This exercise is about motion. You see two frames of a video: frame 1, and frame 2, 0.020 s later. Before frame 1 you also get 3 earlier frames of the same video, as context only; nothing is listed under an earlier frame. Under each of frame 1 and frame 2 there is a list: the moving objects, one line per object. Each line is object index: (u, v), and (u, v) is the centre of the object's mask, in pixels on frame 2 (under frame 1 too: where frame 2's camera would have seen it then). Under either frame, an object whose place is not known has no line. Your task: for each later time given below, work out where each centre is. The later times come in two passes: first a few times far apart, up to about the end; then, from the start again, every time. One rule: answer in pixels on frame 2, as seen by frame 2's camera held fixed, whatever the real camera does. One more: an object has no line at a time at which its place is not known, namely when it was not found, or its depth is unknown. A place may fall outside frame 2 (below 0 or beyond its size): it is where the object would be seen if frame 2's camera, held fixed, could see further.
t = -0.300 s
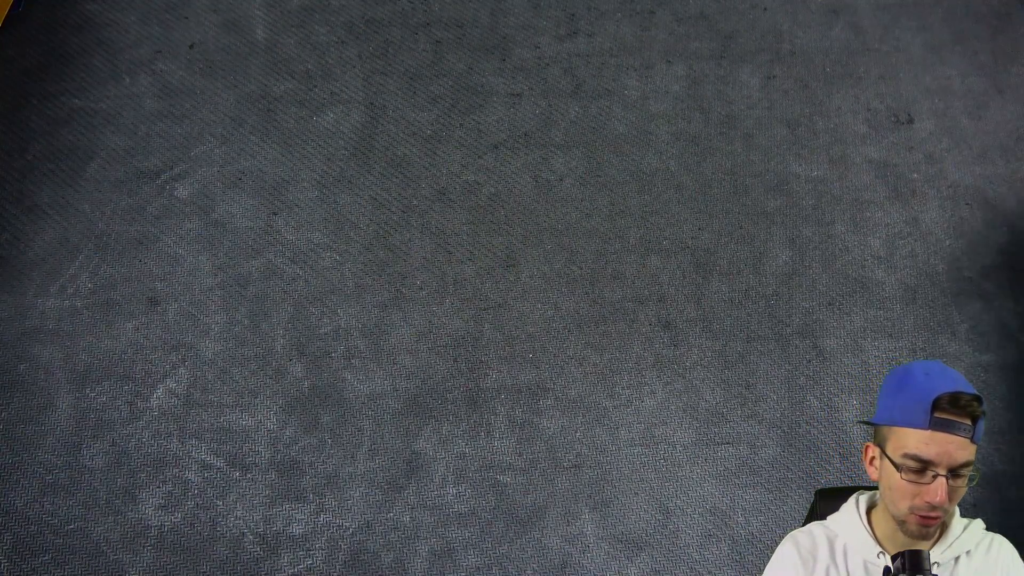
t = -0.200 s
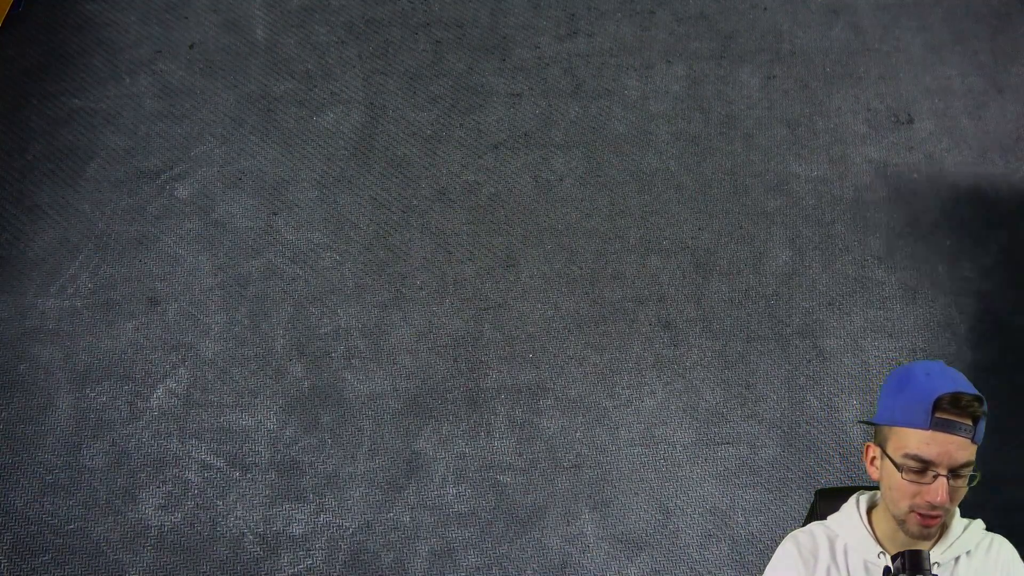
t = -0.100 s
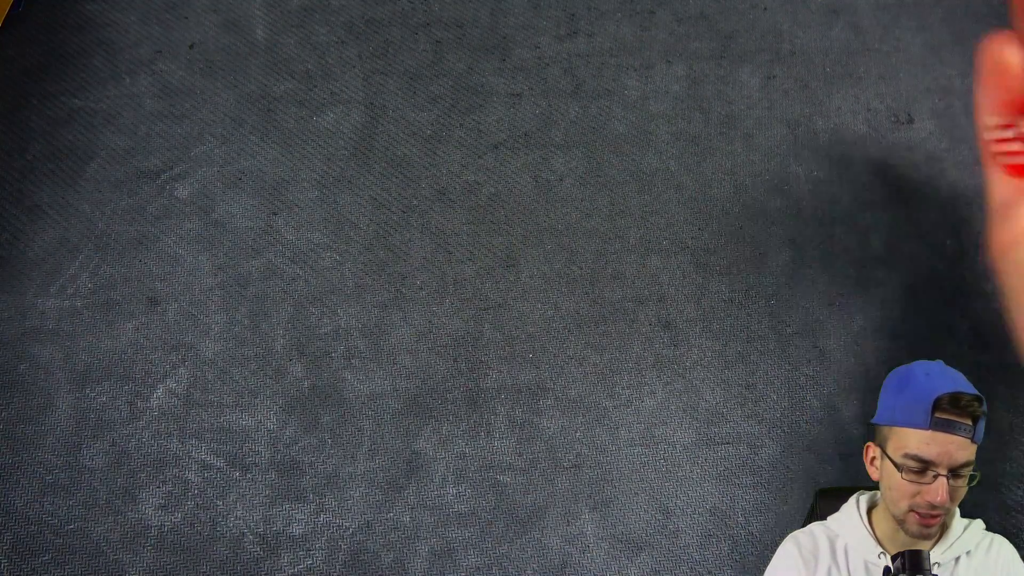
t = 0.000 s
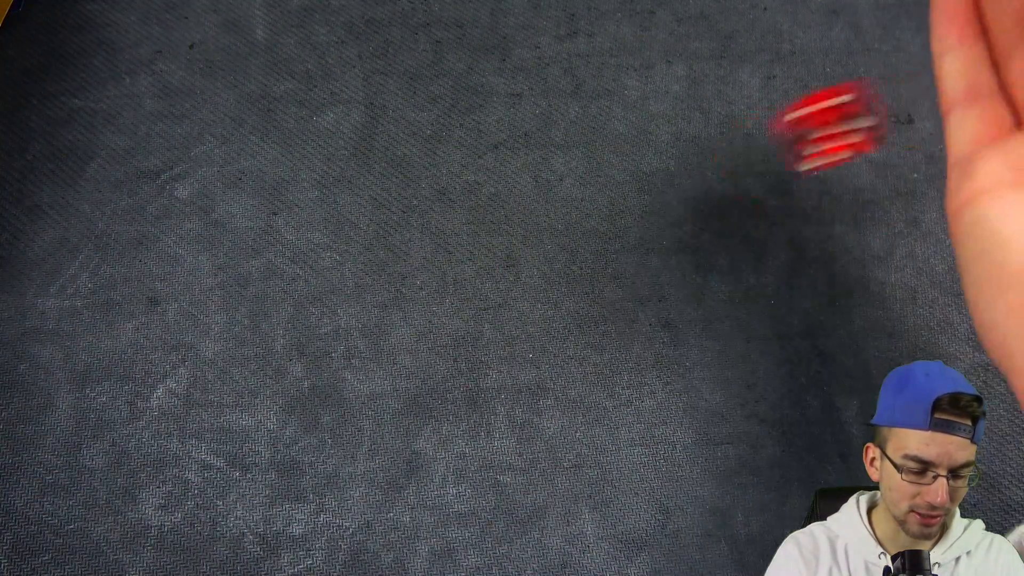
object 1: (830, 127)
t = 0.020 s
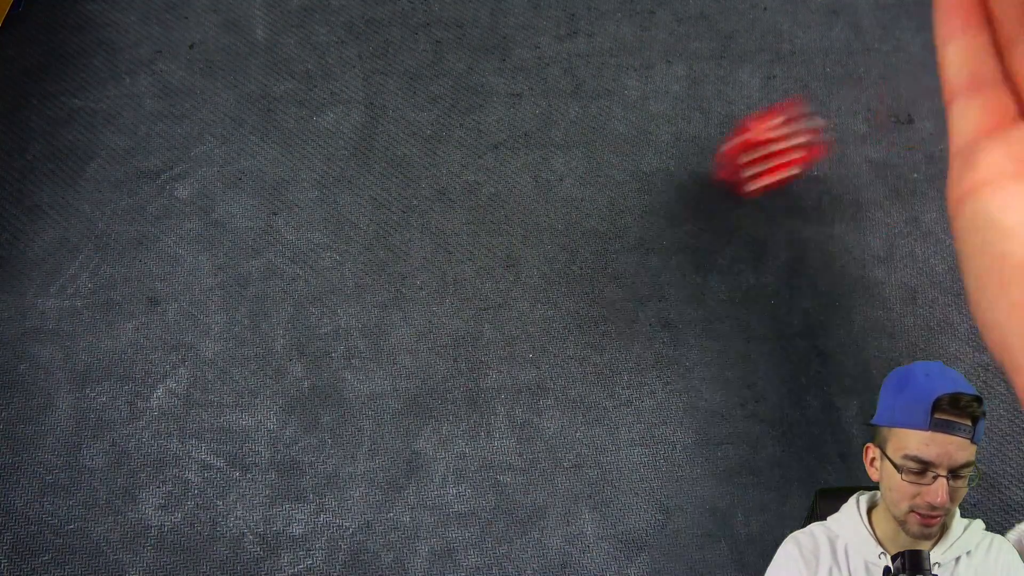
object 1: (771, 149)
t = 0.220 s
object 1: (388, 204)
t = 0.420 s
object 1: (148, 211)
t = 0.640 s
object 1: (69, 185)
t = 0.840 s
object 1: (69, 185)
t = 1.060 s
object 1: (70, 185)
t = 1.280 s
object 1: (70, 185)
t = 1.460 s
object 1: (70, 185)
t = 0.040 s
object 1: (721, 163)
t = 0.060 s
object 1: (687, 164)
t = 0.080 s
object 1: (634, 170)
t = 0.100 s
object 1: (595, 179)
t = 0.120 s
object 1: (561, 186)
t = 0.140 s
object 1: (521, 194)
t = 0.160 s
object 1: (481, 208)
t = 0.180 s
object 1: (443, 223)
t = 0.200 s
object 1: (413, 214)
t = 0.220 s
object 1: (388, 204)
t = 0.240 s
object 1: (362, 205)
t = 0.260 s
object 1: (337, 208)
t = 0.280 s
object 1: (315, 214)
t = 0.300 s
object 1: (283, 211)
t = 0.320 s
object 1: (259, 218)
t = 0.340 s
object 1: (238, 230)
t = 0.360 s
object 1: (208, 237)
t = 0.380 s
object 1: (188, 228)
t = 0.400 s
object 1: (165, 215)
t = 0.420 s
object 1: (148, 211)
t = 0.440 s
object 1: (131, 207)
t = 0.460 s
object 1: (114, 206)
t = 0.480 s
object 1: (92, 195)
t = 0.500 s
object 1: (85, 196)
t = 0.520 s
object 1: (79, 189)
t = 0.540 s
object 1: (77, 184)
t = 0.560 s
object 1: (77, 182)
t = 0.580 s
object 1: (72, 183)
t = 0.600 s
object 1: (69, 184)
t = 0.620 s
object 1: (69, 185)
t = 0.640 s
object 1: (69, 185)
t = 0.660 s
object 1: (69, 185)
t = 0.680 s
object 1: (69, 185)
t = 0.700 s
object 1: (69, 185)
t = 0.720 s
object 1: (69, 185)
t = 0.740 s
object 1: (69, 185)
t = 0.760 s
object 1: (69, 185)
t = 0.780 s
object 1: (69, 185)
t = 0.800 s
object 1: (69, 185)
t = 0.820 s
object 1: (69, 185)
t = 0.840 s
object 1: (69, 185)
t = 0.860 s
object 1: (69, 185)
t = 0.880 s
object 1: (69, 185)
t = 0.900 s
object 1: (69, 185)
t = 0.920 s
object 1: (69, 185)
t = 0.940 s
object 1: (69, 185)
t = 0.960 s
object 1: (69, 185)
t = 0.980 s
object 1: (70, 185)
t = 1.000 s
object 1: (70, 185)
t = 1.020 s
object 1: (70, 185)
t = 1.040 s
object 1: (70, 185)
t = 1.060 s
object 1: (70, 185)
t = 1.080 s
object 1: (70, 185)
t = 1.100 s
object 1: (70, 185)
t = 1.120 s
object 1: (70, 185)
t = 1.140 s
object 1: (70, 185)
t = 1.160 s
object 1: (70, 185)
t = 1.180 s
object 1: (70, 185)
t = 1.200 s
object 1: (70, 185)
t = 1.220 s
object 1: (70, 185)
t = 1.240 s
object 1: (70, 185)
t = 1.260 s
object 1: (70, 185)
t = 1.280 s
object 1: (70, 185)
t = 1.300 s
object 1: (70, 185)
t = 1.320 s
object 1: (70, 185)
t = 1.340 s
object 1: (70, 185)
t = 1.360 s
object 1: (70, 185)
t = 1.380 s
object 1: (70, 185)
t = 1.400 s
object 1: (70, 185)
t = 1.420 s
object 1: (70, 185)
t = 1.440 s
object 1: (70, 185)
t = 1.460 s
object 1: (70, 185)
